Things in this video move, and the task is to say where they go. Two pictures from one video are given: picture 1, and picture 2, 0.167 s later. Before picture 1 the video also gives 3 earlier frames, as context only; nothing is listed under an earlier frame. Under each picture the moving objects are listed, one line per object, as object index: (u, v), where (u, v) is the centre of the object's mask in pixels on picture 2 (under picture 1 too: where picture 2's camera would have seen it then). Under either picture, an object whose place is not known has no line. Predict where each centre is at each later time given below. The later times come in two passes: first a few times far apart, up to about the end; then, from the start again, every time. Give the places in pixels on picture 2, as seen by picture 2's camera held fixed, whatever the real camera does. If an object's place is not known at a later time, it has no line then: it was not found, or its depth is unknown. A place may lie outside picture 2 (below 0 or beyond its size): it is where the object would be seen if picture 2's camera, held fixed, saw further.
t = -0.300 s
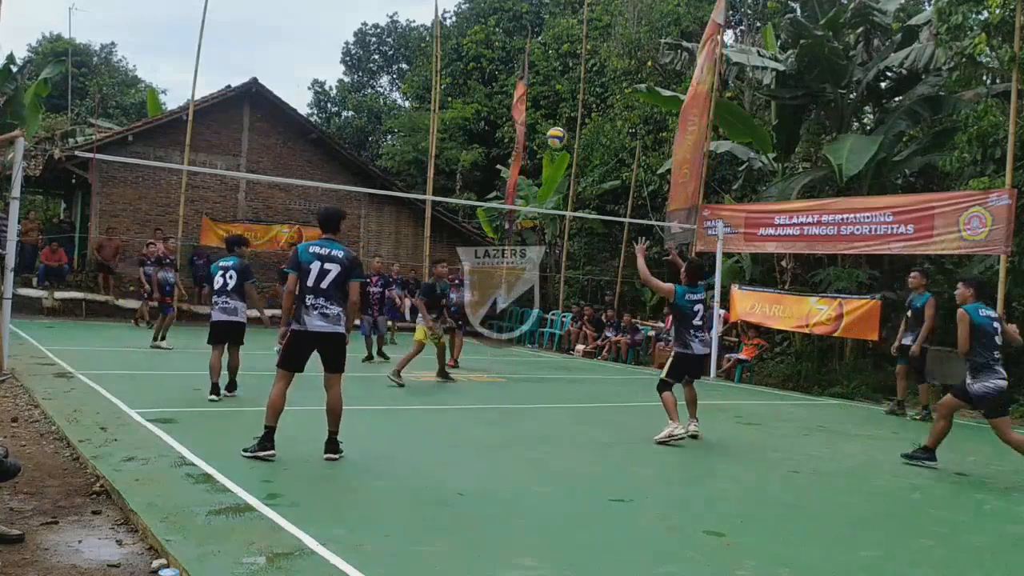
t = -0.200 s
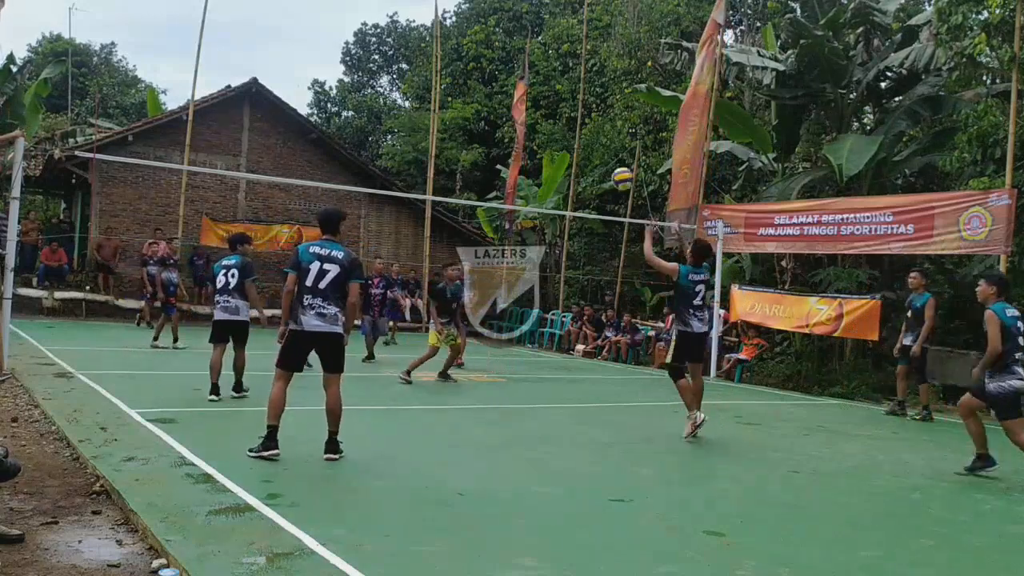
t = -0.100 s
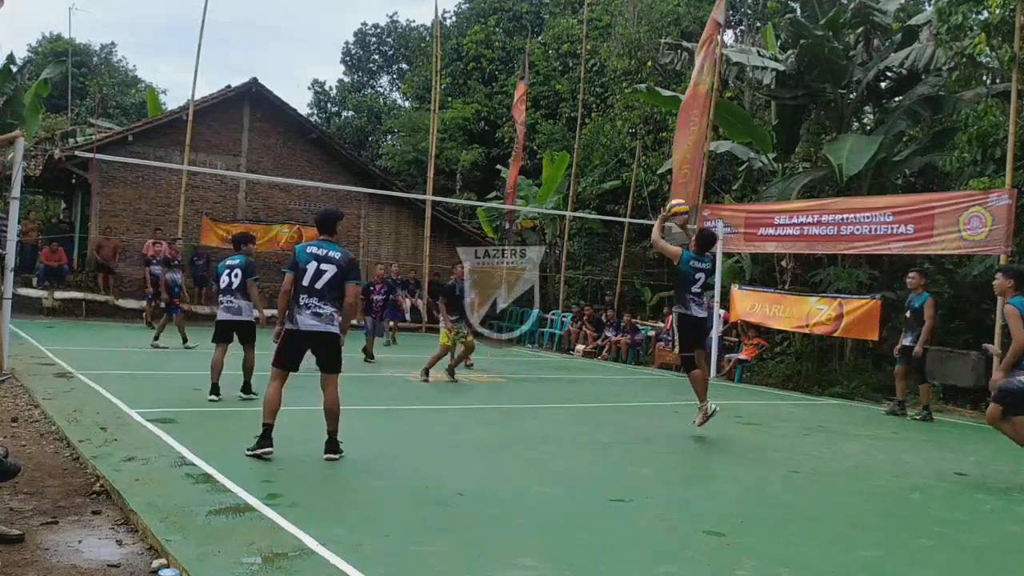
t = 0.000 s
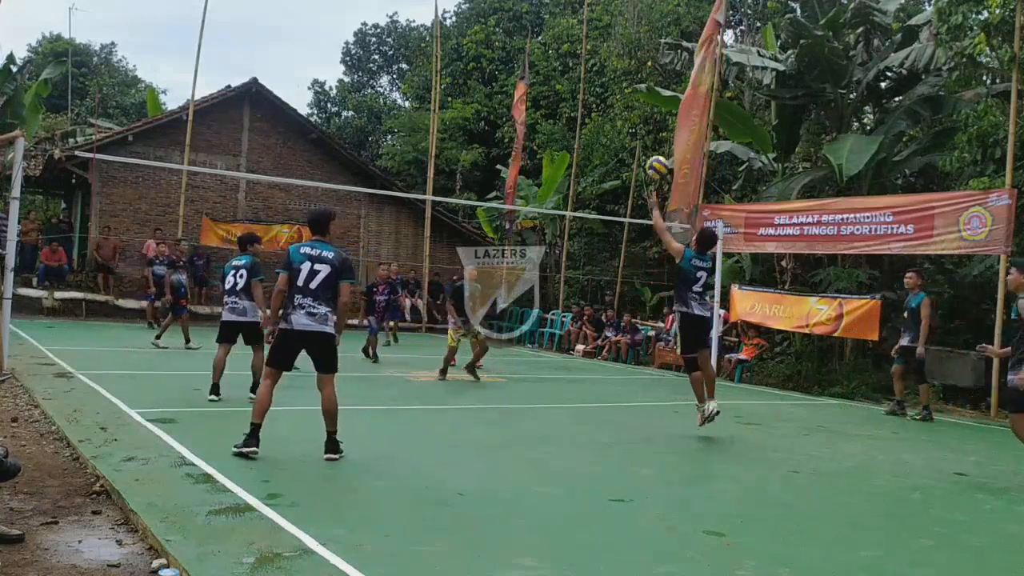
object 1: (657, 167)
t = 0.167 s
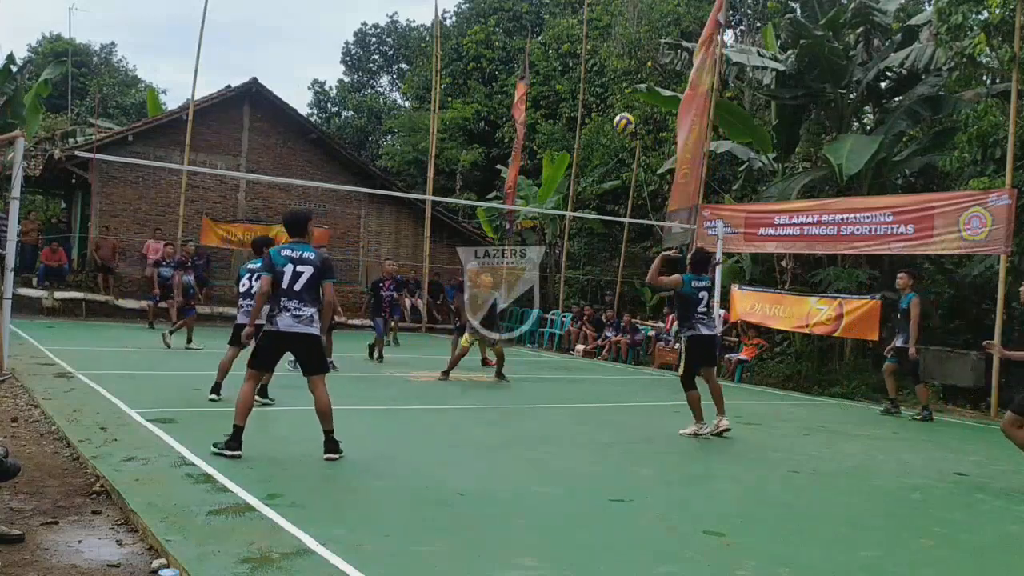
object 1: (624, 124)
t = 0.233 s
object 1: (611, 114)
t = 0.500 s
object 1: (568, 119)
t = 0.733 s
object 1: (534, 168)
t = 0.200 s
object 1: (618, 119)
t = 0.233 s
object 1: (611, 114)
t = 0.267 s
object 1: (605, 111)
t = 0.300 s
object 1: (599, 109)
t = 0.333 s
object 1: (594, 108)
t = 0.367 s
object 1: (588, 109)
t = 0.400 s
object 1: (583, 110)
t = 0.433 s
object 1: (579, 112)
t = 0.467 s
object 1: (573, 116)
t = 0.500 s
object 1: (568, 119)
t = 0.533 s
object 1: (563, 124)
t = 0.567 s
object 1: (558, 130)
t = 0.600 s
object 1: (553, 136)
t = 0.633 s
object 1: (548, 143)
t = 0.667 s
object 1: (544, 151)
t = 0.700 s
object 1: (540, 158)
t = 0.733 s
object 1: (534, 168)
